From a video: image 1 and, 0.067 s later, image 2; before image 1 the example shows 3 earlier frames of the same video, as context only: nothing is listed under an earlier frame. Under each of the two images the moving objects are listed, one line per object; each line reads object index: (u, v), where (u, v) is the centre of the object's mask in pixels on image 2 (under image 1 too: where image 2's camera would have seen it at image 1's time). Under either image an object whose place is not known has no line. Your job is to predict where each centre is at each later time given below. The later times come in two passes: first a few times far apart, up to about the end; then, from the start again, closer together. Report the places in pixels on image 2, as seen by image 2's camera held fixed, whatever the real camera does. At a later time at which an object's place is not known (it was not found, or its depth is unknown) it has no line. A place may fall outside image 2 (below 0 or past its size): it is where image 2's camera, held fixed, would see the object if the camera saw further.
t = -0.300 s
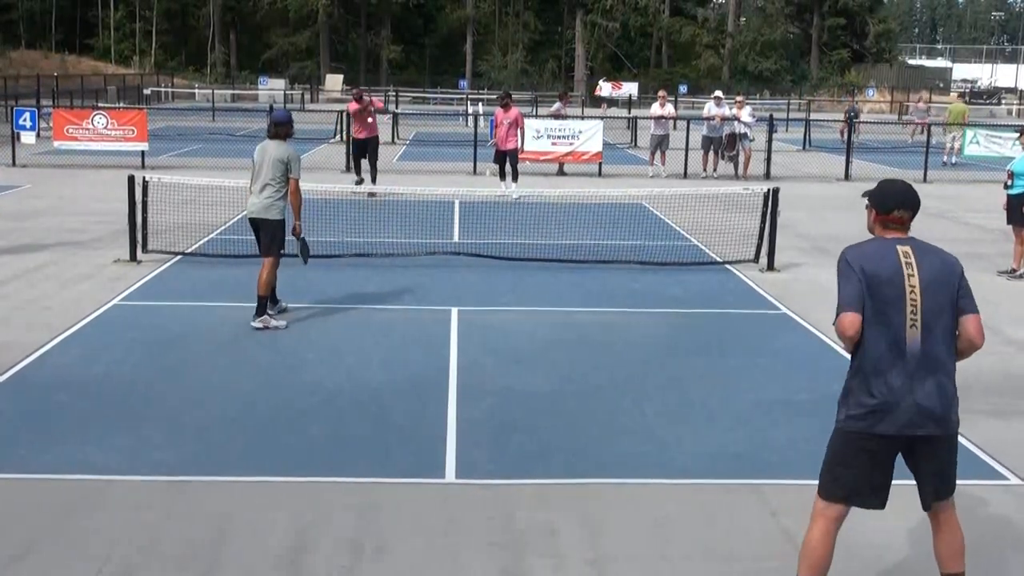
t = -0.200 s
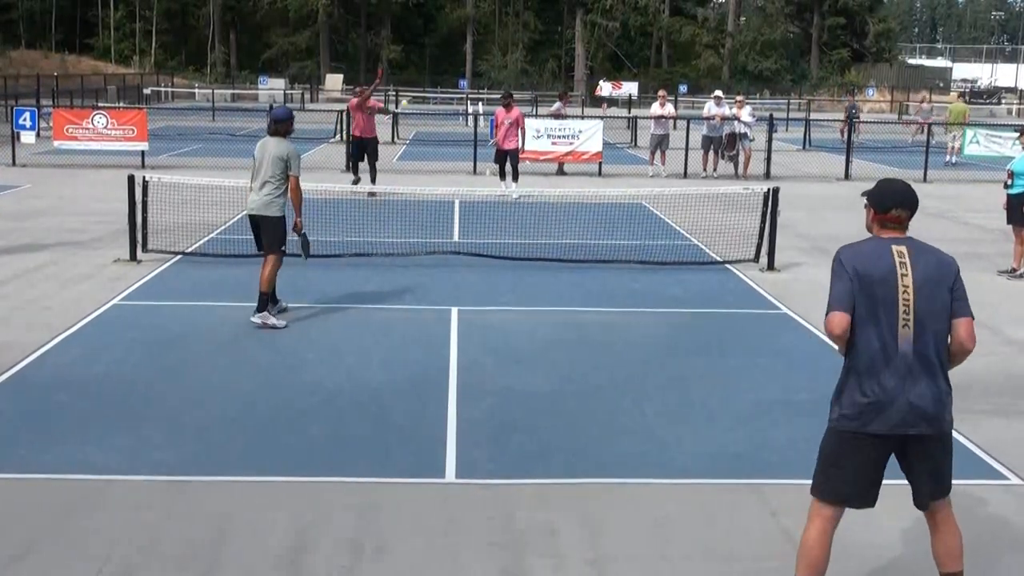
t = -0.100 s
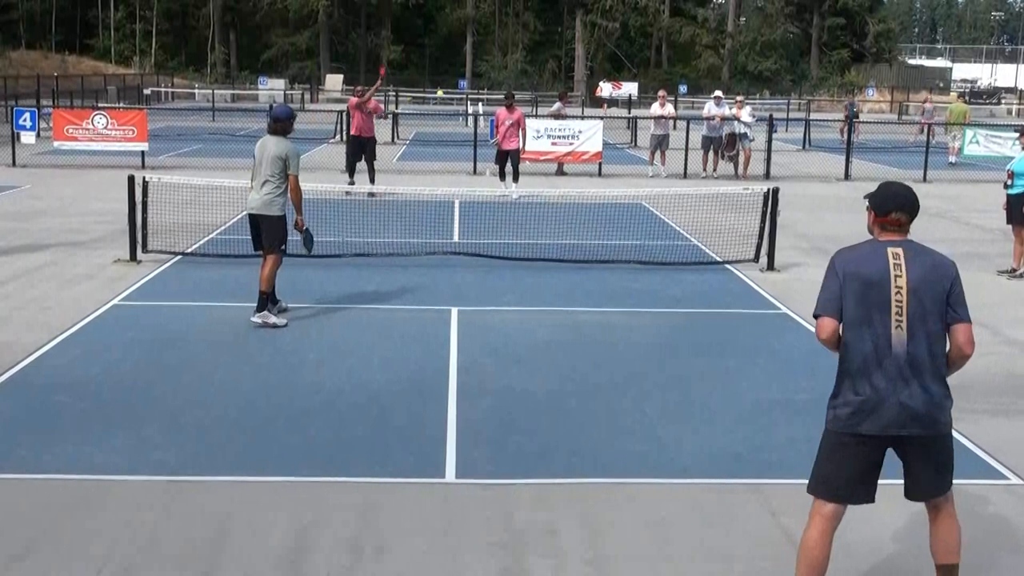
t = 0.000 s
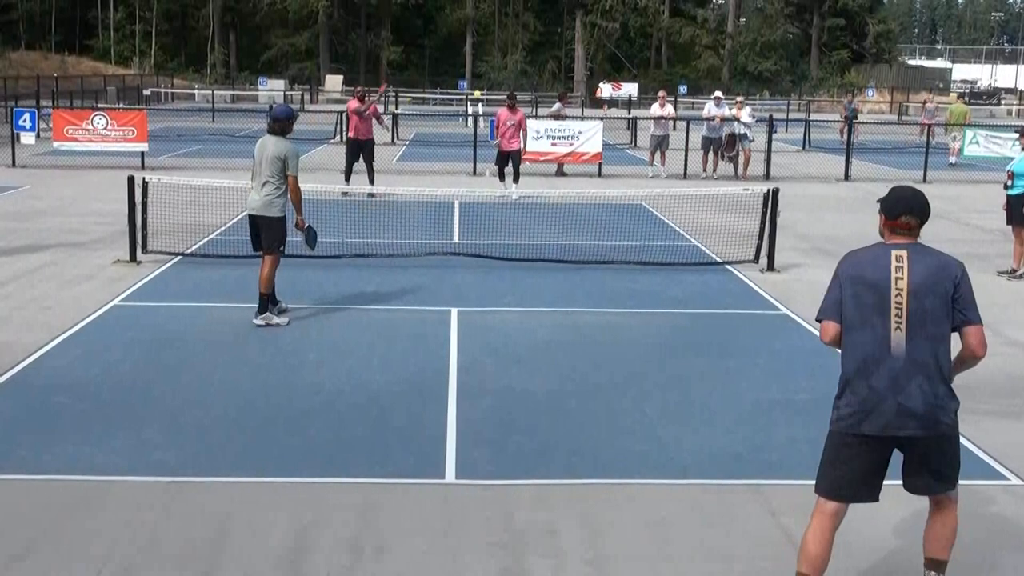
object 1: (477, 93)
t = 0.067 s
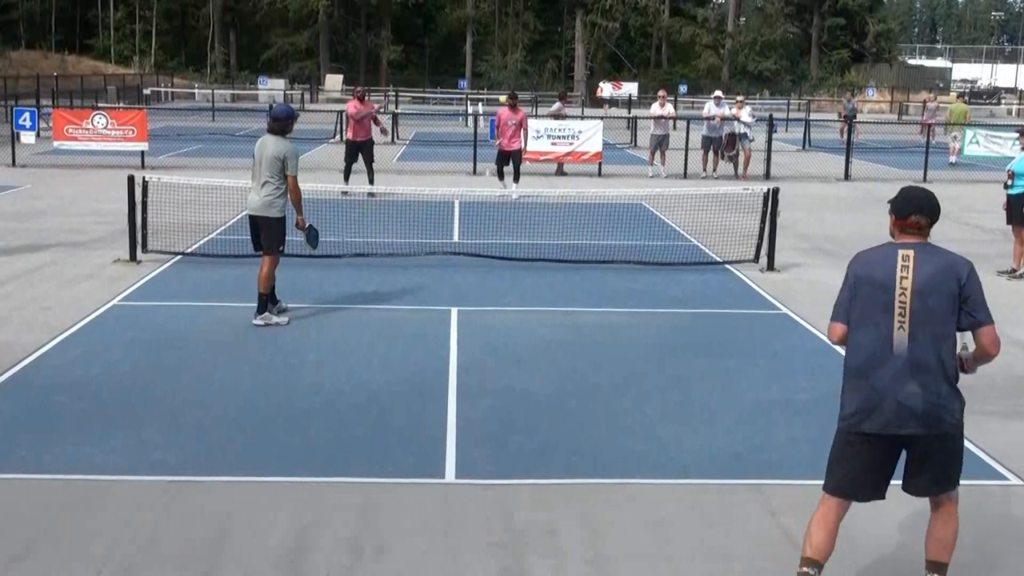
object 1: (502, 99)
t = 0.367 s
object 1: (626, 202)
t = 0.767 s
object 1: (800, 320)
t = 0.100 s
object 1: (515, 104)
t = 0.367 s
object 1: (626, 202)
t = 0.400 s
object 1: (640, 223)
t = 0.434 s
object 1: (655, 247)
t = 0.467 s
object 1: (670, 273)
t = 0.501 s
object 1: (685, 302)
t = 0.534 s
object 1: (700, 333)
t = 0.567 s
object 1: (716, 367)
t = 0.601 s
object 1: (729, 357)
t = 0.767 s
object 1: (800, 320)
